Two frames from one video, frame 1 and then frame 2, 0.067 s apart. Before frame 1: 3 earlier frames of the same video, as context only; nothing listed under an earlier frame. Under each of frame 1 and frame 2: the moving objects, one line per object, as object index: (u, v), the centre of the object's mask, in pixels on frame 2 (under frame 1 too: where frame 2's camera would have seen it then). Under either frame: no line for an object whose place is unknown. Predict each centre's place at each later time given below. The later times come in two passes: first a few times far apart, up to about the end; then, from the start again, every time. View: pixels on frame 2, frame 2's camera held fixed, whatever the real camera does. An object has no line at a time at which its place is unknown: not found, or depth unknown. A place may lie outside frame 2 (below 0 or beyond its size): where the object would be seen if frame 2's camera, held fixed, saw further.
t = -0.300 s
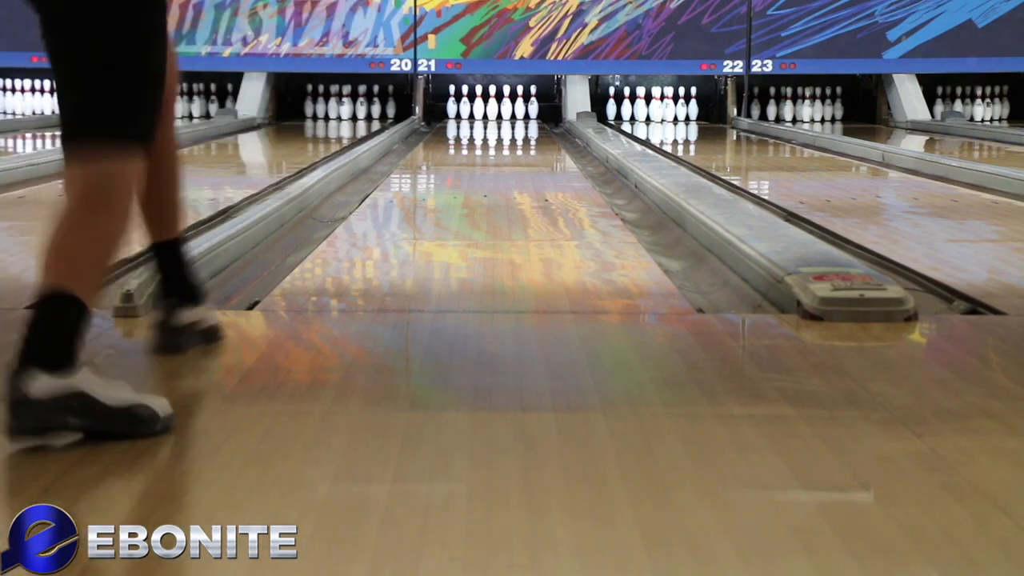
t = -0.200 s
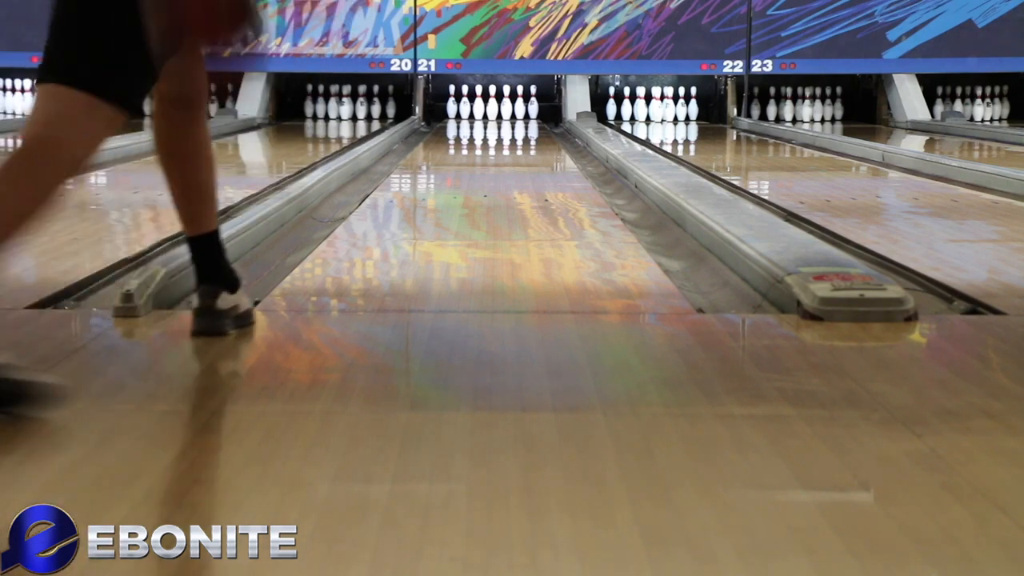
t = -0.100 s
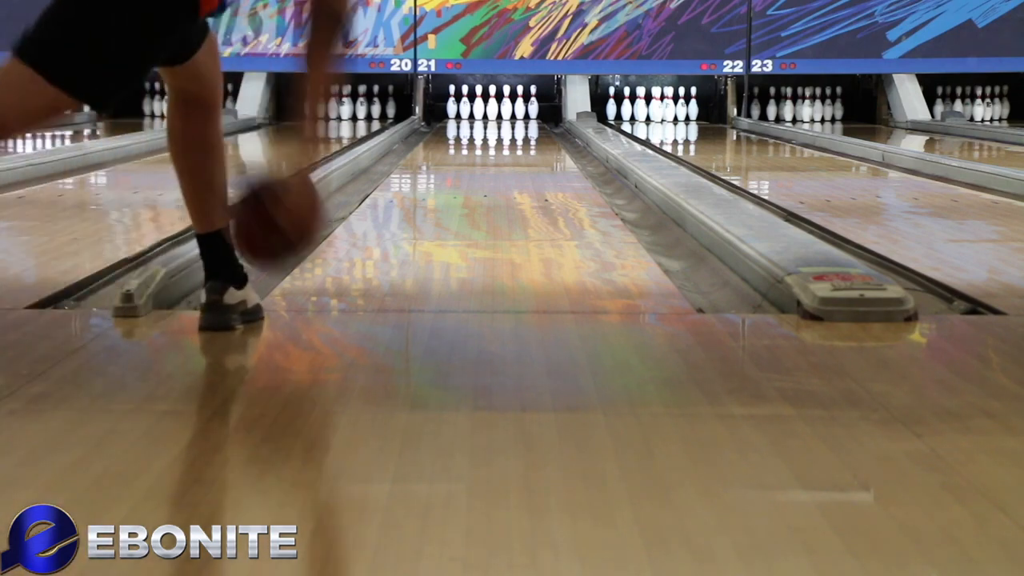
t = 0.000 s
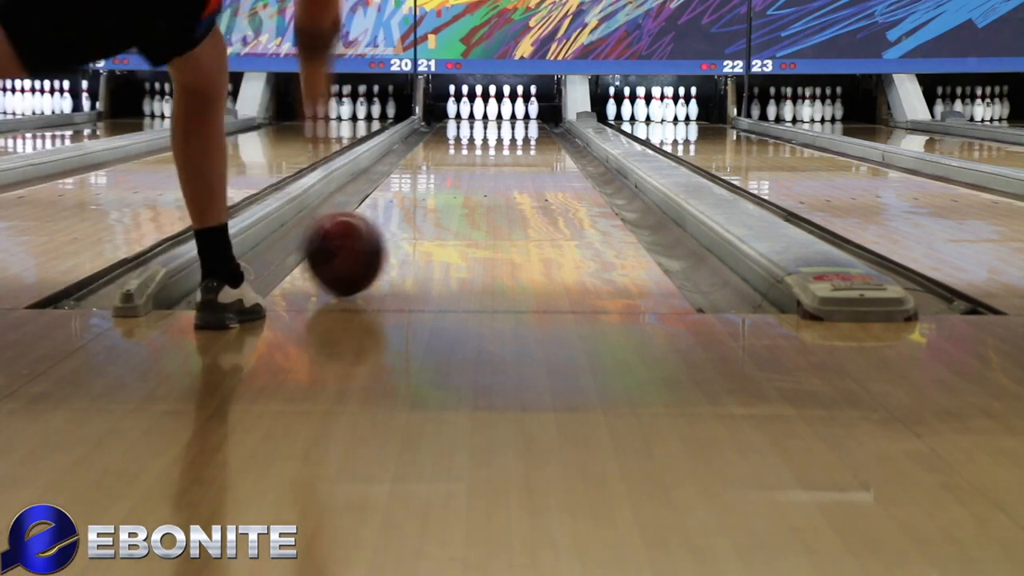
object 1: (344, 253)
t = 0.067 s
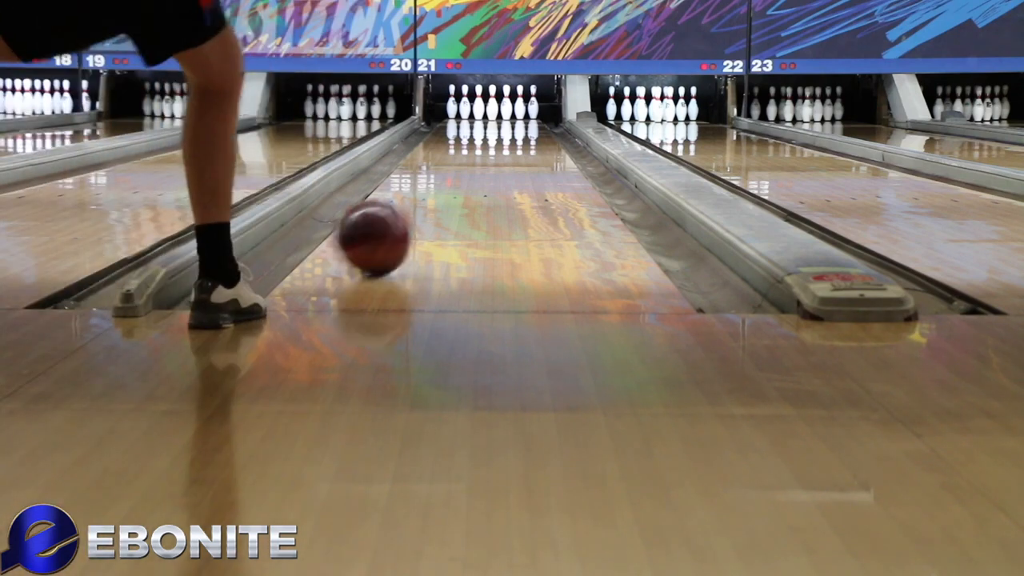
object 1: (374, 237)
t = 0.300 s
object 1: (440, 196)
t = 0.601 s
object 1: (485, 167)
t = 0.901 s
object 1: (509, 148)
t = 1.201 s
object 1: (522, 135)
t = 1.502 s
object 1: (528, 126)
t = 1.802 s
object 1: (523, 119)
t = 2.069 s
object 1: (510, 114)
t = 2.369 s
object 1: (498, 110)
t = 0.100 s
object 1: (387, 229)
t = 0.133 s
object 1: (397, 223)
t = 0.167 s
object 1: (407, 217)
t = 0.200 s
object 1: (417, 211)
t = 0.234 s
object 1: (425, 206)
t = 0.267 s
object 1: (433, 201)
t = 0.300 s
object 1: (440, 196)
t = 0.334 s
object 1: (447, 193)
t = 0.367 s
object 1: (453, 189)
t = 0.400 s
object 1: (459, 185)
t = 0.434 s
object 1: (464, 181)
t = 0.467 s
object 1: (468, 178)
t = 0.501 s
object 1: (473, 175)
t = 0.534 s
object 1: (477, 172)
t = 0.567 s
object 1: (481, 169)
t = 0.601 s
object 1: (485, 167)
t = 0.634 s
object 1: (488, 164)
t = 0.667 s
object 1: (491, 162)
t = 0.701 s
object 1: (494, 160)
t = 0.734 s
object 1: (497, 157)
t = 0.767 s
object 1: (500, 155)
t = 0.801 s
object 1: (502, 153)
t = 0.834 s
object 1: (505, 152)
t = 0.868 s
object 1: (507, 150)
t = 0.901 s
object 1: (509, 148)
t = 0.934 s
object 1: (511, 146)
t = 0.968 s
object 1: (513, 144)
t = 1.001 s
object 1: (514, 143)
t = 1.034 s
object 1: (516, 141)
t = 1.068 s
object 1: (517, 140)
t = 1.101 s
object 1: (519, 138)
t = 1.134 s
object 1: (520, 137)
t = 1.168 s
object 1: (521, 136)
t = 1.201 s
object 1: (522, 135)
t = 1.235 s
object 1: (524, 134)
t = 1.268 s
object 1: (524, 133)
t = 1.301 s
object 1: (525, 132)
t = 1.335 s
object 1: (526, 131)
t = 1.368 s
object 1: (527, 130)
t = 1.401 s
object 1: (527, 129)
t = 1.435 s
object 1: (527, 128)
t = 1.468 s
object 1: (527, 127)
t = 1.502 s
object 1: (528, 126)
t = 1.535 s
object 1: (528, 125)
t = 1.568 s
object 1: (527, 124)
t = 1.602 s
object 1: (527, 124)
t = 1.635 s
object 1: (527, 123)
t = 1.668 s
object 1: (526, 122)
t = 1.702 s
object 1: (526, 121)
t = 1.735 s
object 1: (525, 121)
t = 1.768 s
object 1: (524, 120)
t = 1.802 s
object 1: (523, 119)
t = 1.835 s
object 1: (522, 119)
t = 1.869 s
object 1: (521, 118)
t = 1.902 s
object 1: (519, 118)
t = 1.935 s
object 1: (518, 117)
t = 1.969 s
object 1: (517, 116)
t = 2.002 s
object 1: (515, 115)
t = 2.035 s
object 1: (513, 115)
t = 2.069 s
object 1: (510, 114)
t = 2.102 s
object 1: (509, 114)
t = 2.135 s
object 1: (507, 113)
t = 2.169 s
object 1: (505, 112)
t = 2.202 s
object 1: (503, 112)
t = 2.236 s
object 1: (501, 111)
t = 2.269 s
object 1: (500, 110)
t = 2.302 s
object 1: (500, 110)
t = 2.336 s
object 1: (499, 110)
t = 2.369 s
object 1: (498, 110)
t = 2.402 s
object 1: (498, 110)
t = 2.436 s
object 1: (497, 110)
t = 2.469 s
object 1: (497, 109)
